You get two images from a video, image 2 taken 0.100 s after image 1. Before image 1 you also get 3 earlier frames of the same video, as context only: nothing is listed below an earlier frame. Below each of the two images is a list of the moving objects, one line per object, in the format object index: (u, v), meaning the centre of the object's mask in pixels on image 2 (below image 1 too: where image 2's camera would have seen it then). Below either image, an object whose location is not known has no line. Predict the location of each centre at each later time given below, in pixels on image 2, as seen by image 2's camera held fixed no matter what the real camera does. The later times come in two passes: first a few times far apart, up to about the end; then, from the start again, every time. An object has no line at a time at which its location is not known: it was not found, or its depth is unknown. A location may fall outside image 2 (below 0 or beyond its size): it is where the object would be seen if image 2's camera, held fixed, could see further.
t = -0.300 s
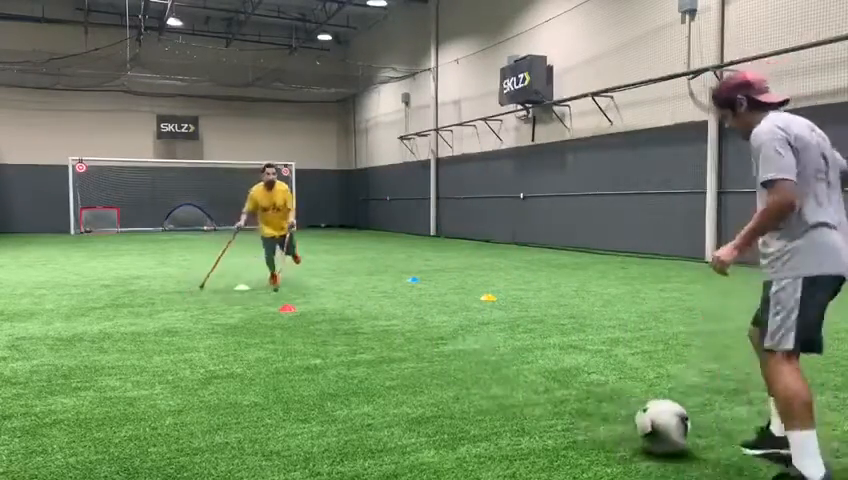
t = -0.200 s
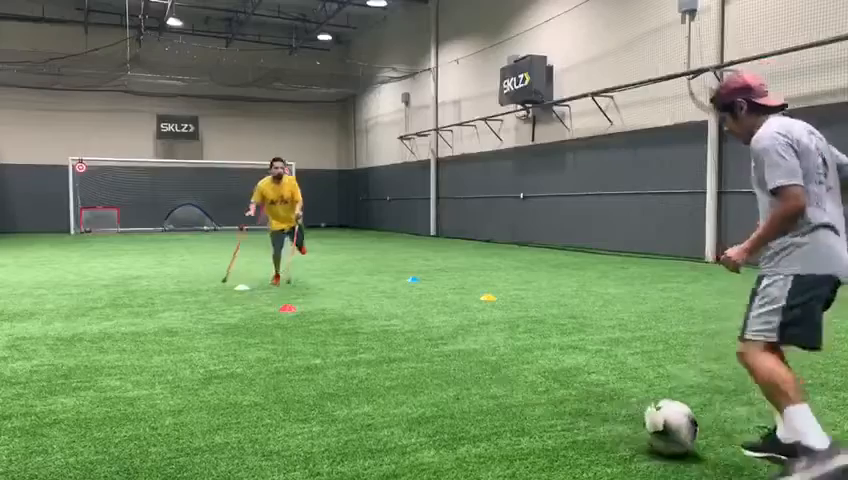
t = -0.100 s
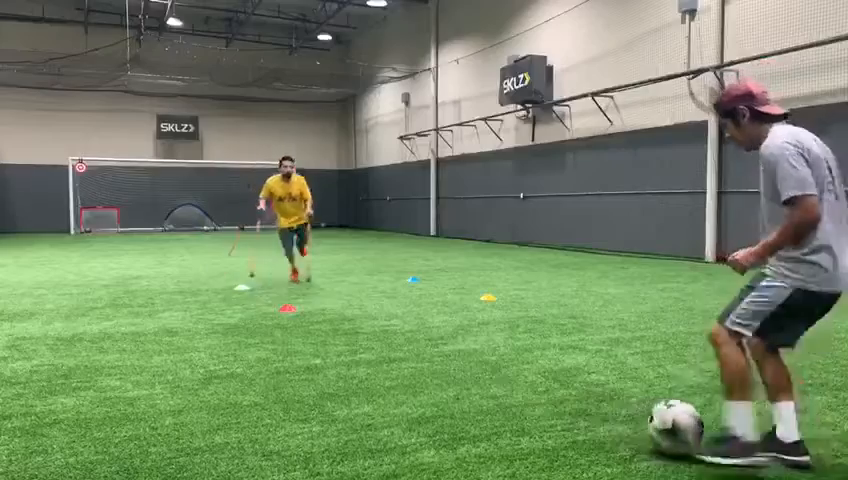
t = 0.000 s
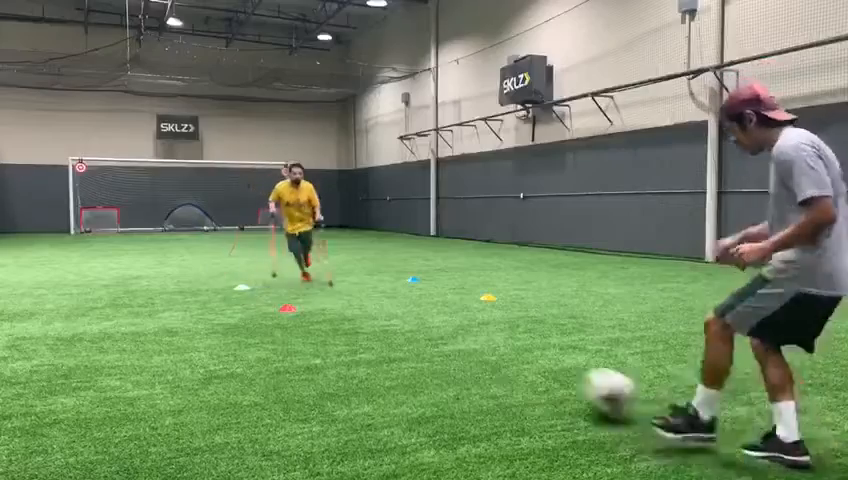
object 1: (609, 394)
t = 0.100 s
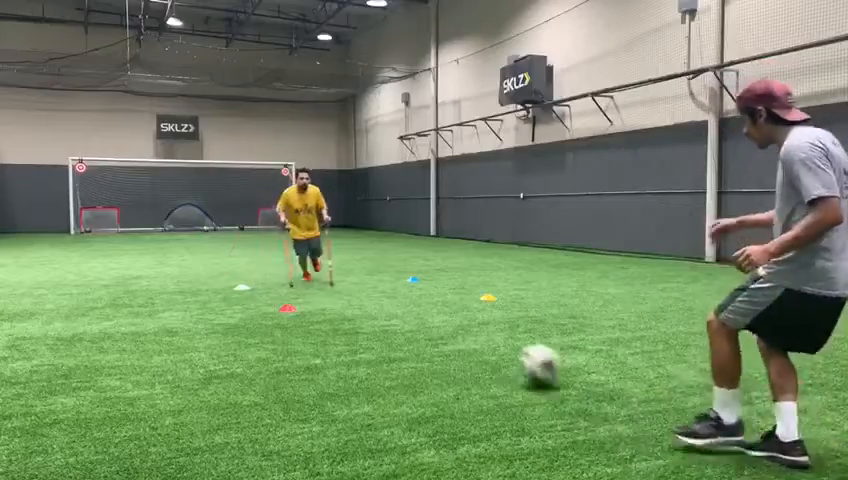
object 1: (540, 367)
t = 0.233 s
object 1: (484, 342)
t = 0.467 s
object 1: (431, 314)
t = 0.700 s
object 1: (399, 299)
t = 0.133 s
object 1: (524, 358)
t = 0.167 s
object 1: (510, 353)
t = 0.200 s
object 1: (496, 348)
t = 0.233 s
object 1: (484, 342)
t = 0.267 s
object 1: (476, 338)
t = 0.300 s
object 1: (465, 333)
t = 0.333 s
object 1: (456, 330)
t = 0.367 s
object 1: (449, 326)
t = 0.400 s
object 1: (443, 322)
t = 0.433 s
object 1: (436, 317)
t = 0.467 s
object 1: (431, 314)
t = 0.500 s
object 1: (425, 312)
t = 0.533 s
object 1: (420, 313)
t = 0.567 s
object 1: (416, 311)
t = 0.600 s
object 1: (411, 306)
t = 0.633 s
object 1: (407, 302)
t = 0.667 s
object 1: (403, 300)
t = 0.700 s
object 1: (399, 299)
